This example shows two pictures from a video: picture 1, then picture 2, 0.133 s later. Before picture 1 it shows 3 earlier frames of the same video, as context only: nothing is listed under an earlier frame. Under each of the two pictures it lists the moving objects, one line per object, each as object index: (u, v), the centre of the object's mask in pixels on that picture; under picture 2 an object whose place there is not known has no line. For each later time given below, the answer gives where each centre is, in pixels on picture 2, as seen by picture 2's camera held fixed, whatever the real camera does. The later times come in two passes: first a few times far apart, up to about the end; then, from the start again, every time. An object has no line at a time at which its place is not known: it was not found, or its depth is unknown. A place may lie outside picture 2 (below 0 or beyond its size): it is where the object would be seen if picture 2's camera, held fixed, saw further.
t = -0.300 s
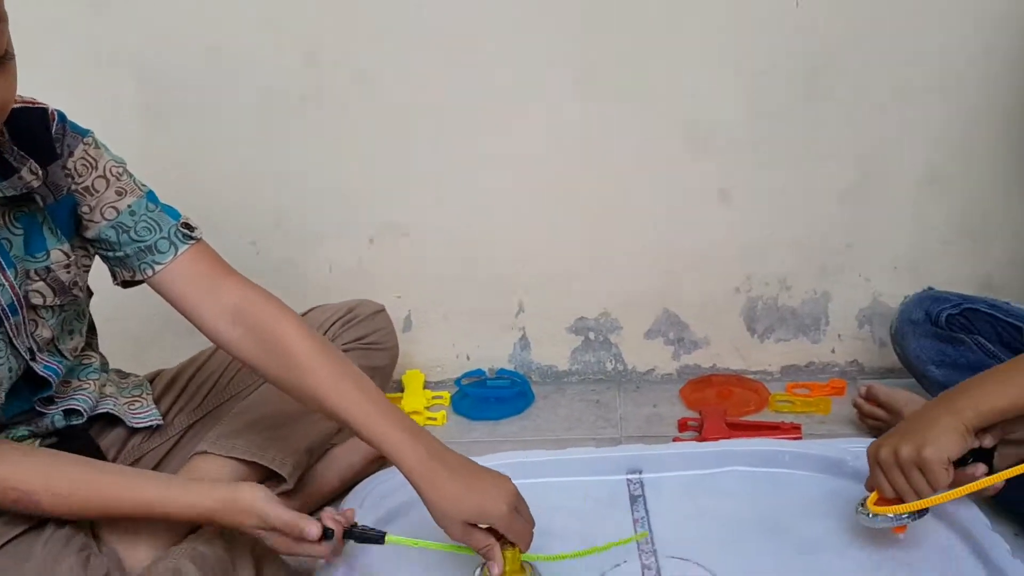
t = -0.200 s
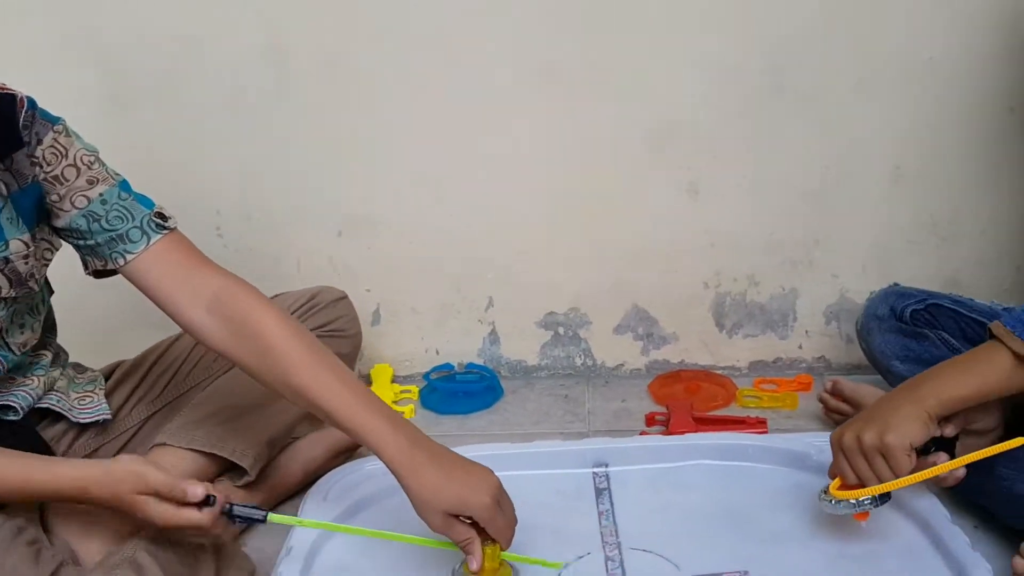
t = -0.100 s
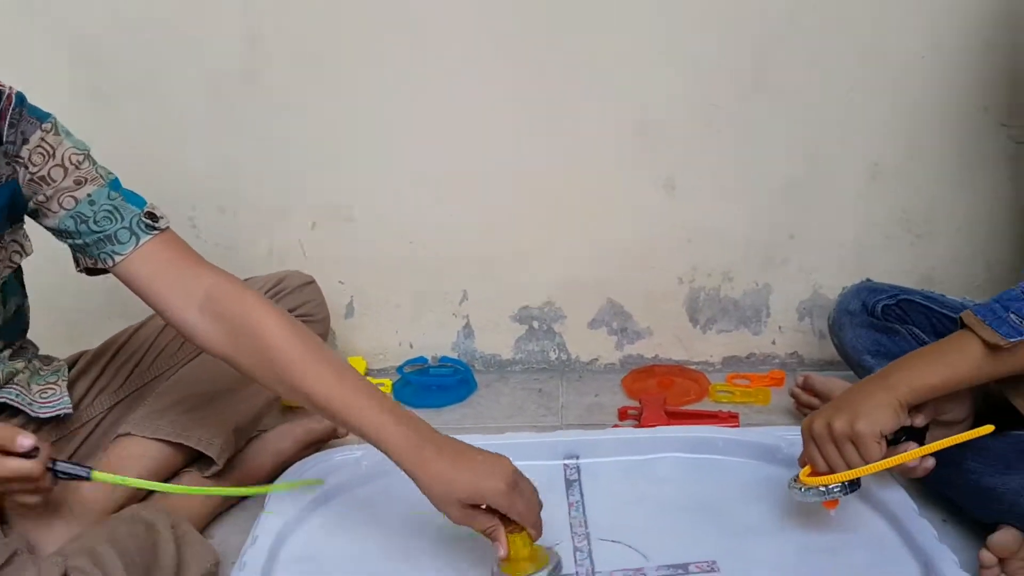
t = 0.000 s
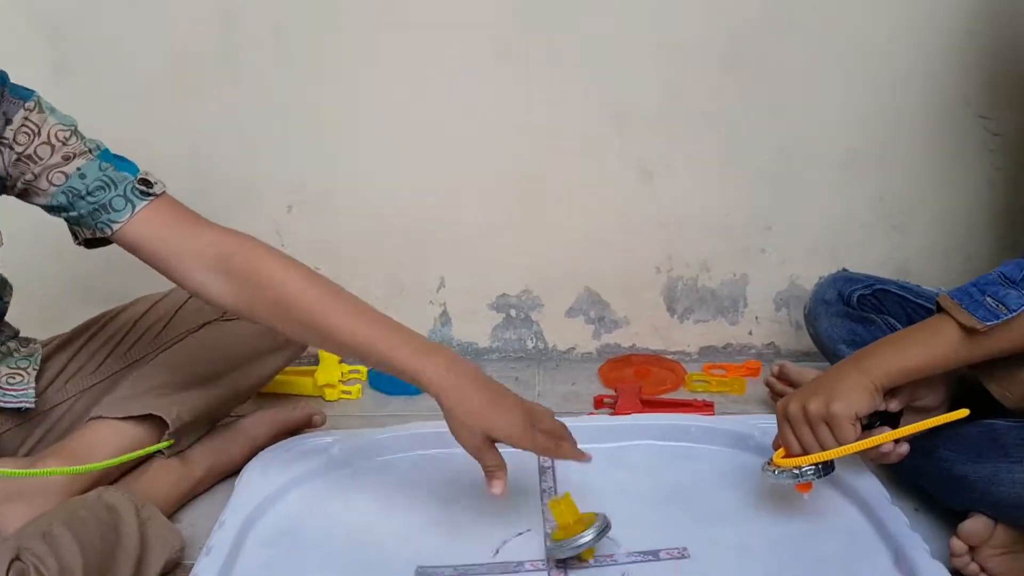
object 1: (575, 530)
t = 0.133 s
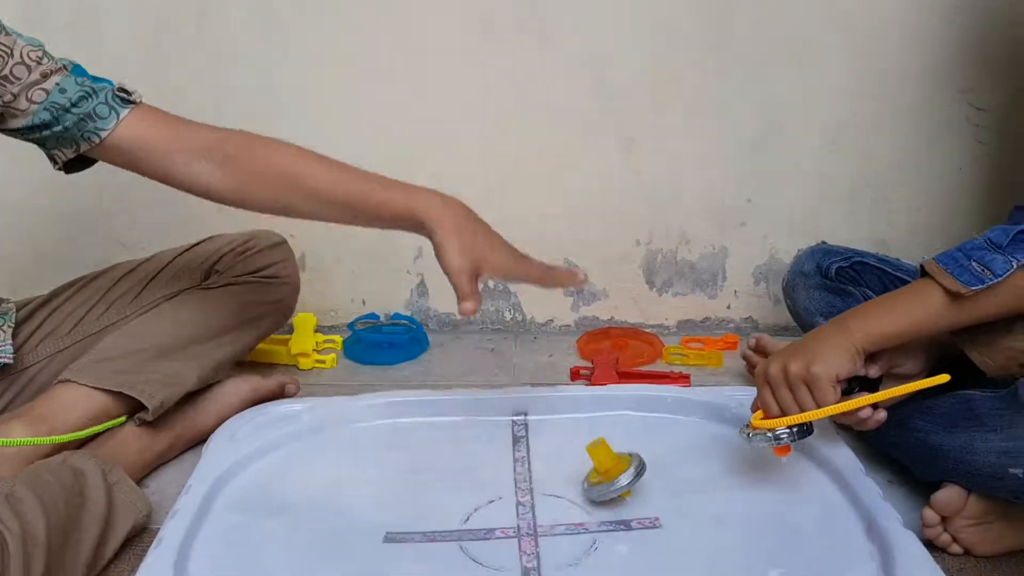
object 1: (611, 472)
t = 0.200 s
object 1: (623, 460)
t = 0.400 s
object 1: (628, 432)
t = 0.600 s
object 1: (605, 405)
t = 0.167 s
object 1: (618, 466)
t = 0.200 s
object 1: (623, 460)
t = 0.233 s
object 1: (626, 456)
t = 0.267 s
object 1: (627, 451)
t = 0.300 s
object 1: (629, 446)
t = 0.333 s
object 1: (629, 442)
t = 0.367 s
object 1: (629, 436)
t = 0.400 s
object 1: (628, 432)
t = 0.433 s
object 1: (624, 427)
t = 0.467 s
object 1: (621, 421)
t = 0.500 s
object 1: (615, 417)
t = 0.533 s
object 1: (611, 413)
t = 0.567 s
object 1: (607, 408)
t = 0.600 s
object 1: (605, 405)
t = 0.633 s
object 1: (607, 407)
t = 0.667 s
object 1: (606, 409)
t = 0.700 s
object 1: (607, 410)
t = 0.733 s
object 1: (607, 412)
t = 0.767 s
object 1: (606, 412)
